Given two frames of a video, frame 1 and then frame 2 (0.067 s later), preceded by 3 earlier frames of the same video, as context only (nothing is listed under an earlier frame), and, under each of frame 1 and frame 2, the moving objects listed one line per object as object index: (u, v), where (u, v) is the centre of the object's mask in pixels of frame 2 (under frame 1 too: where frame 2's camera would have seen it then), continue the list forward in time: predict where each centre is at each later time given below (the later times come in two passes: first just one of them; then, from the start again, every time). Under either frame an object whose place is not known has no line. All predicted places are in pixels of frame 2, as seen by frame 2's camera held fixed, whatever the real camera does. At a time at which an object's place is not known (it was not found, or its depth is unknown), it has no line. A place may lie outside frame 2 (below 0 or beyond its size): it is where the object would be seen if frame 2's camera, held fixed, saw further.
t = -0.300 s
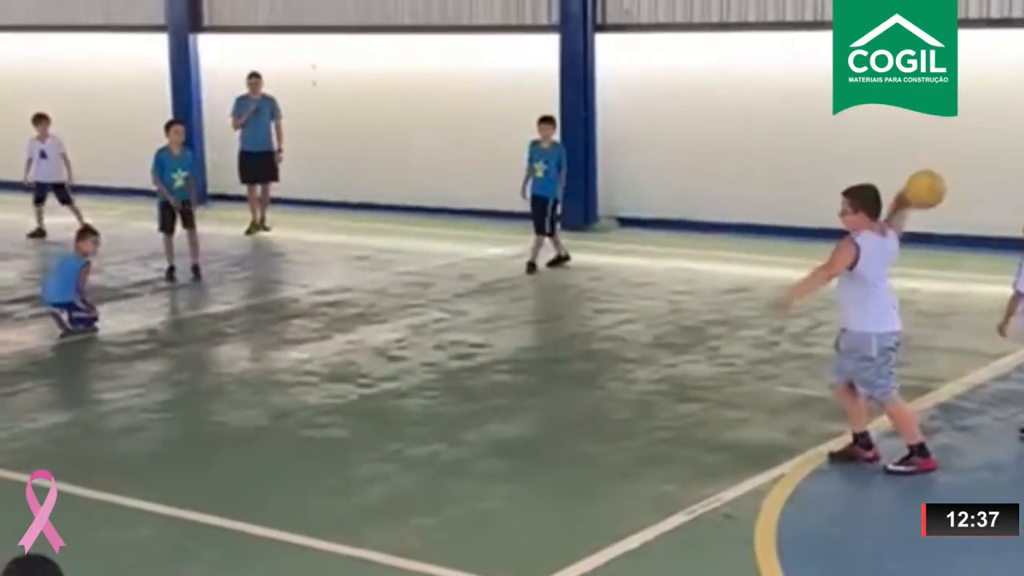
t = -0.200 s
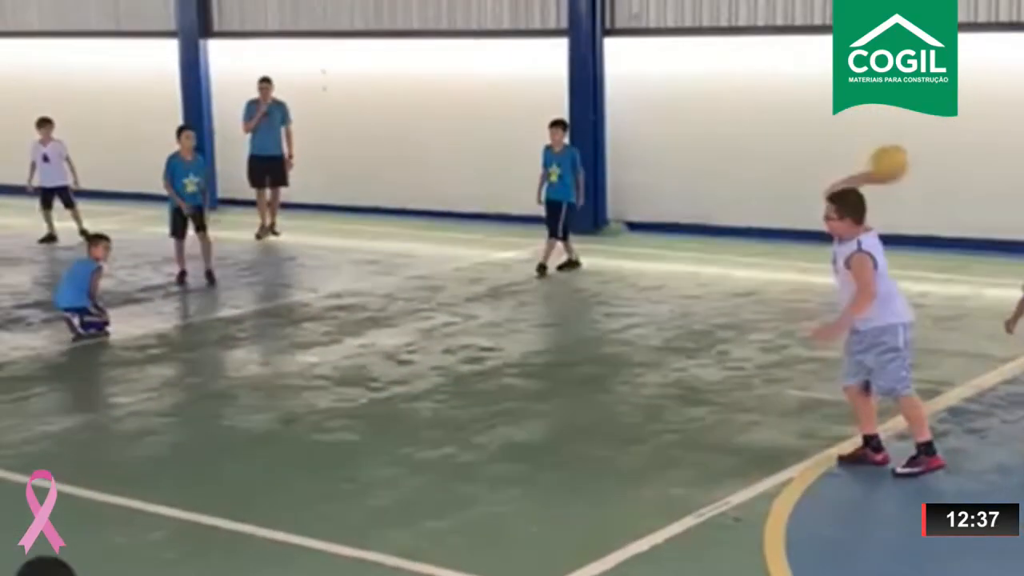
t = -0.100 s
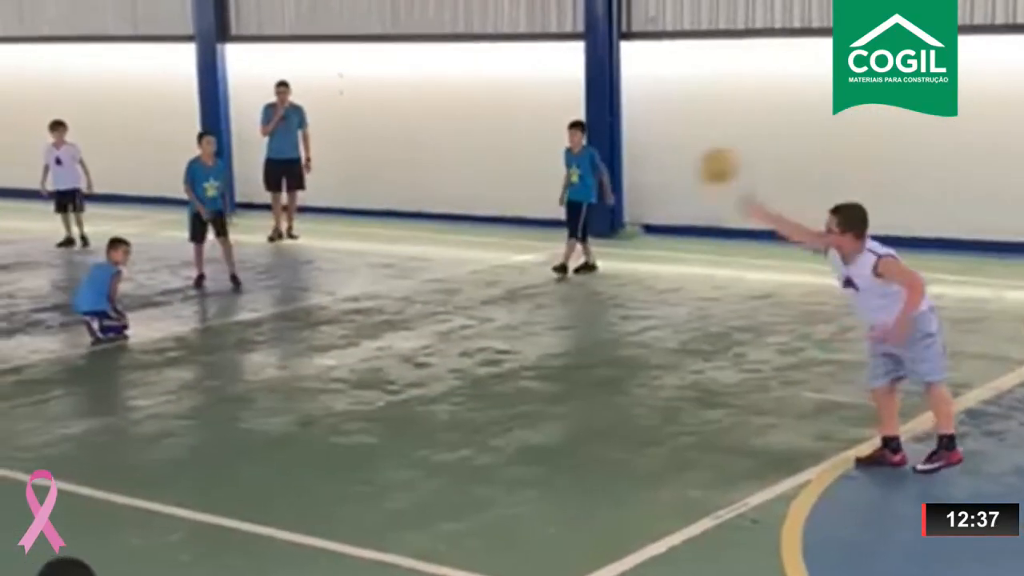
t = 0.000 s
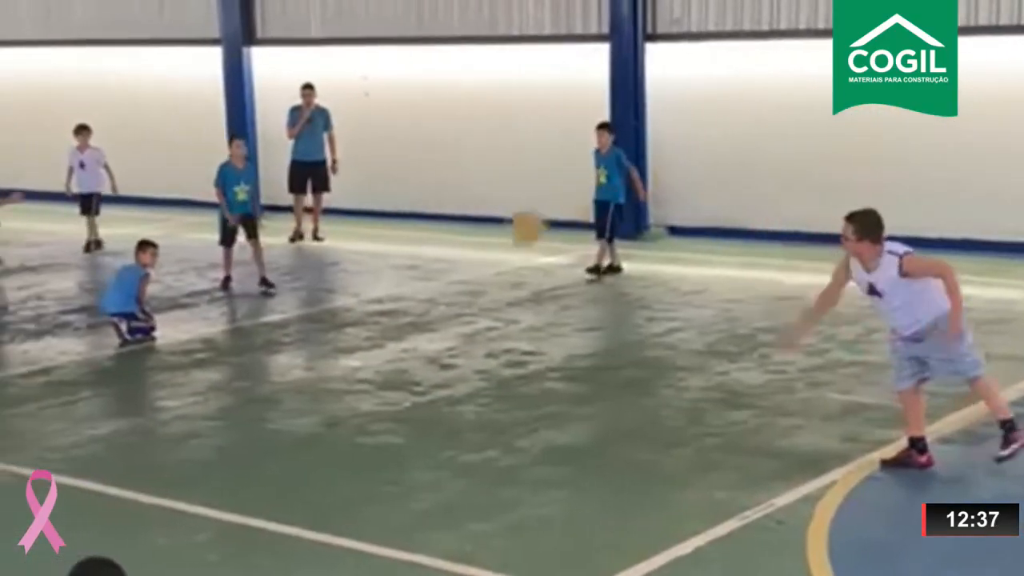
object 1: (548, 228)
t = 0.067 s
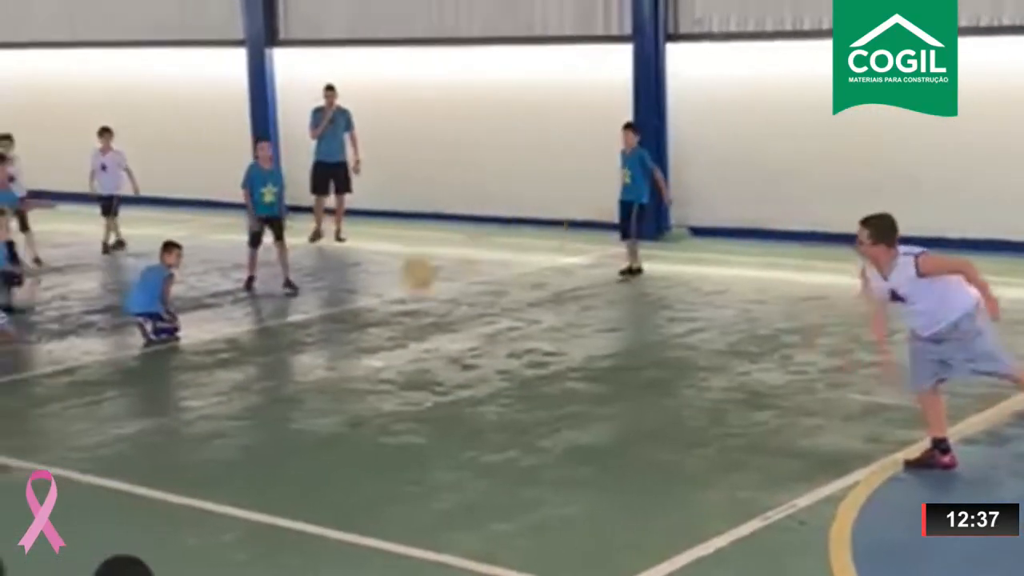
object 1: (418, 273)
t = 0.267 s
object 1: (94, 394)
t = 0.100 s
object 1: (354, 299)
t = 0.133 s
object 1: (291, 327)
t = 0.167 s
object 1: (237, 350)
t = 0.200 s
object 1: (180, 378)
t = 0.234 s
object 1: (127, 406)
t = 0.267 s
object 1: (94, 394)
